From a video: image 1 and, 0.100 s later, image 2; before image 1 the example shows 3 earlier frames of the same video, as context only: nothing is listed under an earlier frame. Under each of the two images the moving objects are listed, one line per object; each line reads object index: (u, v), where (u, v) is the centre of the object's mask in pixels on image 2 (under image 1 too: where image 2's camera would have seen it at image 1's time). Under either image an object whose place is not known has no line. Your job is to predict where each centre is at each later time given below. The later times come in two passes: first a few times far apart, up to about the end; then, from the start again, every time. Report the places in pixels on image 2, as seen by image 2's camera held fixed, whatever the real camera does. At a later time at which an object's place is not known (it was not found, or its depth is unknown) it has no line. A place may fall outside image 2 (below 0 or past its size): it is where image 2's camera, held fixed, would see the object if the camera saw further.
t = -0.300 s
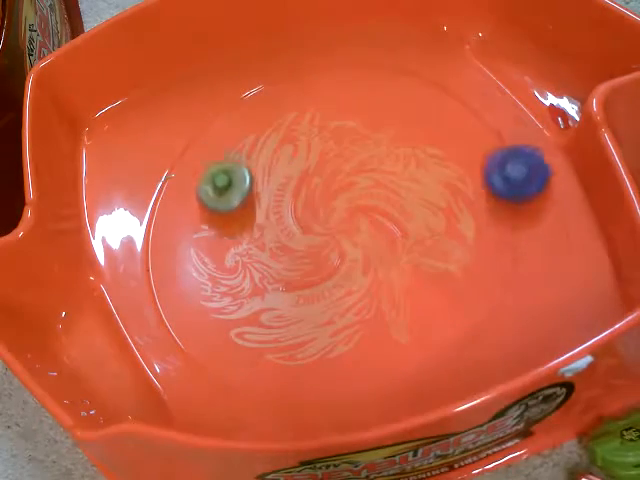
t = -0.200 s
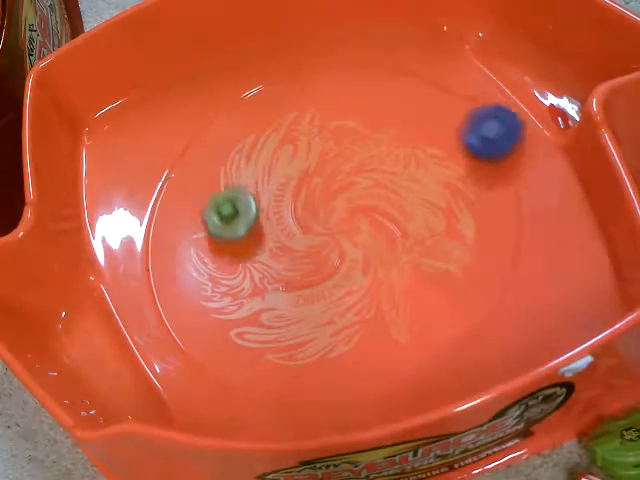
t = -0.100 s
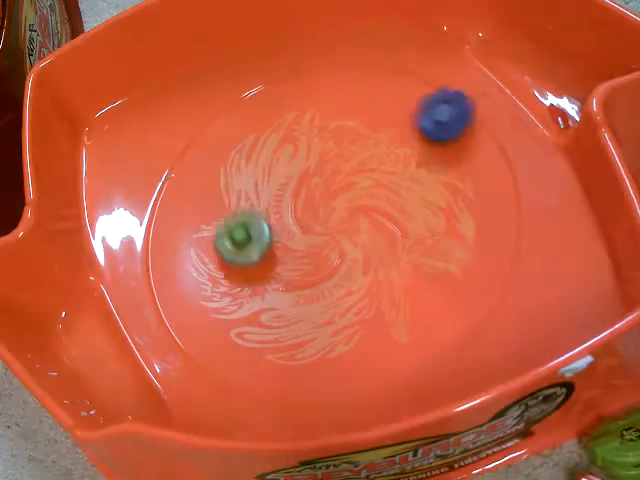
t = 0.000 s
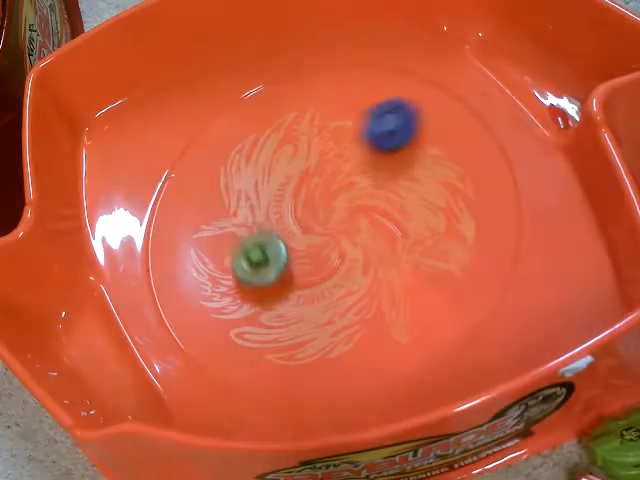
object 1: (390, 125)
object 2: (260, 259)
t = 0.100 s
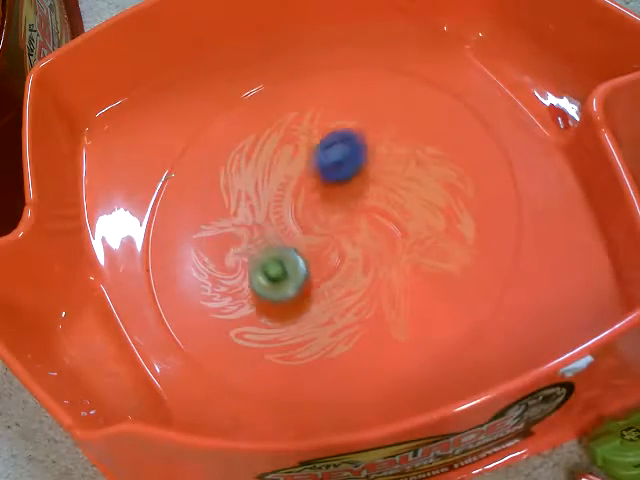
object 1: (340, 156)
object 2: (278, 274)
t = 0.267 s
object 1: (287, 231)
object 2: (315, 282)
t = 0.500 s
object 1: (177, 88)
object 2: (479, 341)
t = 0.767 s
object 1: (111, 182)
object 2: (515, 221)
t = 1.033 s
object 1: (189, 266)
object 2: (435, 184)
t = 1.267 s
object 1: (315, 257)
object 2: (369, 181)
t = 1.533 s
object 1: (378, 353)
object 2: (295, 45)
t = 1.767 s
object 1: (406, 277)
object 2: (217, 187)
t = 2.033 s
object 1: (415, 221)
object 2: (212, 263)
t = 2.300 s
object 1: (335, 213)
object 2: (244, 273)
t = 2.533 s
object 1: (322, 207)
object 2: (250, 284)
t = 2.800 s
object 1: (310, 205)
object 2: (286, 278)
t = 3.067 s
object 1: (316, 213)
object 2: (317, 272)
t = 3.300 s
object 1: (318, 169)
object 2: (350, 277)
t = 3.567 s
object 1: (284, 177)
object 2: (383, 271)
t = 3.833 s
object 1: (326, 215)
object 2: (394, 259)
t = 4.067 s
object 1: (315, 126)
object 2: (436, 334)
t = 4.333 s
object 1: (254, 104)
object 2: (426, 323)
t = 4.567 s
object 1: (244, 158)
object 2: (394, 296)
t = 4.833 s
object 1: (283, 227)
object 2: (353, 258)
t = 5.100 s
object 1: (178, 202)
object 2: (483, 271)
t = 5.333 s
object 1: (155, 226)
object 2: (510, 233)
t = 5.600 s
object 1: (221, 233)
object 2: (500, 221)
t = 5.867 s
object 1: (303, 235)
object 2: (453, 219)
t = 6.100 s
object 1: (325, 263)
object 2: (432, 201)
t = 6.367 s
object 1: (260, 312)
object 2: (434, 157)
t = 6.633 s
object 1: (225, 298)
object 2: (396, 138)
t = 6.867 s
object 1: (247, 259)
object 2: (367, 138)
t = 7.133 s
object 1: (307, 236)
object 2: (337, 152)
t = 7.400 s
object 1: (362, 255)
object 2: (311, 167)
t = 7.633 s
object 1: (374, 297)
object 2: (293, 179)
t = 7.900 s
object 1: (341, 322)
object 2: (288, 200)
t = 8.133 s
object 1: (314, 296)
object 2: (303, 224)
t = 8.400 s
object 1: (293, 327)
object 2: (332, 134)
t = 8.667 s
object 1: (336, 307)
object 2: (334, 126)
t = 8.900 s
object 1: (375, 279)
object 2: (332, 148)
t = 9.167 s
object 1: (415, 251)
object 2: (310, 190)
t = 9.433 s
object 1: (420, 219)
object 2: (277, 217)
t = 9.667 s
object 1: (387, 204)
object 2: (258, 216)
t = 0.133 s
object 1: (325, 170)
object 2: (285, 279)
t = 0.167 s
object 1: (313, 185)
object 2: (291, 280)
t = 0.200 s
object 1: (302, 200)
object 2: (300, 280)
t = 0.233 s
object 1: (293, 217)
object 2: (308, 280)
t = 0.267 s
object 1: (287, 231)
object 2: (315, 282)
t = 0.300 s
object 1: (269, 204)
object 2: (340, 330)
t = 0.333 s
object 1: (248, 164)
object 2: (368, 382)
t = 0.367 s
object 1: (229, 132)
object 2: (387, 395)
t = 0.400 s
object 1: (213, 103)
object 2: (408, 377)
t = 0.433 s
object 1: (200, 86)
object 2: (429, 361)
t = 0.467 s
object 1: (189, 78)
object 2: (454, 349)
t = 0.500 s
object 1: (177, 88)
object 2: (479, 341)
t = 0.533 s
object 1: (170, 106)
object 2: (494, 323)
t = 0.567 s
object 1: (159, 120)
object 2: (503, 304)
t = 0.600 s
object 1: (148, 133)
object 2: (514, 288)
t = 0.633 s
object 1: (135, 141)
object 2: (520, 271)
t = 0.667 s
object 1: (125, 150)
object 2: (523, 256)
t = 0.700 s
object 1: (117, 160)
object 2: (522, 243)
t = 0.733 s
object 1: (112, 170)
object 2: (520, 231)
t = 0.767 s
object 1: (111, 182)
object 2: (515, 221)
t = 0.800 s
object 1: (112, 195)
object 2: (508, 213)
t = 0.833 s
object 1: (116, 208)
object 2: (499, 205)
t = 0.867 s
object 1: (123, 221)
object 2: (490, 199)
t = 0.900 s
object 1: (132, 234)
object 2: (479, 195)
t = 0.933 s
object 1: (145, 246)
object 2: (468, 190)
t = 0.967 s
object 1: (158, 255)
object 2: (457, 187)
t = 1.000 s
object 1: (172, 260)
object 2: (446, 185)
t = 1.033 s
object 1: (189, 266)
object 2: (435, 184)
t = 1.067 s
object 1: (208, 271)
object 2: (425, 182)
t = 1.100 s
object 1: (226, 273)
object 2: (414, 181)
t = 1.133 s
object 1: (244, 273)
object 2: (404, 180)
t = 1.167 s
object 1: (263, 272)
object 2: (395, 180)
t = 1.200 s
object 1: (282, 270)
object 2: (385, 179)
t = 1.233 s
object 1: (299, 264)
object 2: (377, 181)
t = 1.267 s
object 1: (315, 257)
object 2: (369, 181)
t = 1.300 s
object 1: (331, 249)
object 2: (360, 182)
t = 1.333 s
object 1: (346, 241)
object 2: (352, 182)
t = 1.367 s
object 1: (355, 267)
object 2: (349, 167)
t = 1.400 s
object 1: (358, 328)
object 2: (347, 123)
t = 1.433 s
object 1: (361, 384)
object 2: (344, 77)
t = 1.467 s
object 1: (366, 398)
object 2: (335, 42)
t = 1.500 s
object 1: (371, 376)
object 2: (315, 36)
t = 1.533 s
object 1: (378, 353)
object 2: (295, 45)
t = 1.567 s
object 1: (388, 336)
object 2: (279, 65)
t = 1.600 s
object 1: (399, 323)
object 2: (265, 94)
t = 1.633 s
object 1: (400, 310)
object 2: (253, 120)
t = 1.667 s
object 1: (399, 299)
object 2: (239, 133)
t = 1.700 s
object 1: (400, 291)
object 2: (229, 156)
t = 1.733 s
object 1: (402, 284)
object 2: (221, 172)
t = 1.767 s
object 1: (406, 277)
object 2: (217, 187)
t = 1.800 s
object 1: (410, 271)
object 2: (211, 201)
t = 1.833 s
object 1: (415, 266)
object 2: (209, 215)
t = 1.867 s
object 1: (421, 260)
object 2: (206, 227)
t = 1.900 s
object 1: (426, 253)
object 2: (206, 236)
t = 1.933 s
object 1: (428, 244)
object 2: (207, 245)
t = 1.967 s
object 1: (426, 236)
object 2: (208, 252)
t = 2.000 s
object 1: (422, 228)
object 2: (210, 256)
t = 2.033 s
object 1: (415, 221)
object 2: (212, 263)
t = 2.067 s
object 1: (406, 216)
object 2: (215, 265)
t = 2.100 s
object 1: (397, 213)
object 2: (219, 268)
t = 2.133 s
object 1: (387, 210)
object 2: (221, 270)
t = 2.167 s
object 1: (377, 209)
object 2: (225, 272)
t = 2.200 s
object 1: (367, 208)
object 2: (229, 273)
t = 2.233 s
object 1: (356, 209)
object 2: (233, 274)
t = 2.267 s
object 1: (345, 211)
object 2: (239, 274)
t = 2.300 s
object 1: (335, 213)
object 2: (244, 273)
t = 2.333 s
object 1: (324, 217)
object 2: (249, 273)
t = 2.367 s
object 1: (315, 221)
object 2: (255, 271)
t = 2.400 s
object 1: (309, 225)
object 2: (259, 270)
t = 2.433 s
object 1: (314, 219)
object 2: (252, 278)
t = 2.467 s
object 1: (319, 214)
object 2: (249, 282)
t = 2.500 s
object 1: (322, 209)
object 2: (248, 283)
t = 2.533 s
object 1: (322, 207)
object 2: (250, 284)
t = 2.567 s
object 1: (320, 205)
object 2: (253, 284)
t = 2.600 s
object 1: (318, 203)
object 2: (257, 284)
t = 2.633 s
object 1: (316, 203)
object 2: (261, 283)
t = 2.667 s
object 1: (314, 203)
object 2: (265, 282)
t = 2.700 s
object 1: (312, 203)
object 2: (270, 281)
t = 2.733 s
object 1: (311, 204)
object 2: (275, 279)
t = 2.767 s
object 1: (310, 204)
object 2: (280, 278)
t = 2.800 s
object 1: (310, 205)
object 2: (286, 278)
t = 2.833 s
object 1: (309, 206)
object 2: (291, 277)
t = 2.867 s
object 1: (309, 207)
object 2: (296, 276)
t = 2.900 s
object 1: (309, 208)
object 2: (300, 277)
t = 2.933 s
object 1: (310, 209)
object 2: (304, 275)
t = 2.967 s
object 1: (311, 210)
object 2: (307, 274)
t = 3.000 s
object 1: (313, 211)
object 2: (310, 275)
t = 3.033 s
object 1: (315, 212)
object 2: (314, 272)
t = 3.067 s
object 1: (316, 213)
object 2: (317, 272)
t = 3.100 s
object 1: (318, 212)
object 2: (321, 270)
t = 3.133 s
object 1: (321, 209)
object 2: (326, 271)
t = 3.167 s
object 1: (323, 198)
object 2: (330, 275)
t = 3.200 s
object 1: (324, 189)
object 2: (334, 276)
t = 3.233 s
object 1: (323, 181)
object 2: (339, 277)
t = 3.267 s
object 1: (321, 174)
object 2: (344, 277)
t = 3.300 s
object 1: (318, 169)
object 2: (350, 277)
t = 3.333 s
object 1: (315, 163)
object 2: (354, 277)
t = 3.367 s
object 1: (310, 160)
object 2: (360, 277)
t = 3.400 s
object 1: (304, 158)
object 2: (364, 276)
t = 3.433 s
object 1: (298, 157)
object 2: (369, 276)
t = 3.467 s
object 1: (293, 159)
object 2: (373, 274)
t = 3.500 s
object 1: (288, 163)
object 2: (376, 273)
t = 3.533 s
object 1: (285, 170)
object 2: (380, 272)
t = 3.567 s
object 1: (284, 177)
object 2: (383, 271)
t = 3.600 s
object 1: (287, 184)
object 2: (386, 269)
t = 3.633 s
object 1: (289, 191)
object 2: (387, 268)
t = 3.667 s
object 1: (293, 197)
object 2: (390, 267)
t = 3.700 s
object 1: (298, 202)
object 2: (391, 265)
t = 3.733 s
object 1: (304, 206)
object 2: (393, 264)
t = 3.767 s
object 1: (311, 210)
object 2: (393, 262)
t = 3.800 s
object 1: (318, 213)
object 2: (394, 261)
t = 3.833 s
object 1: (326, 215)
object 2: (394, 259)
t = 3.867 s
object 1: (334, 216)
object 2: (393, 257)
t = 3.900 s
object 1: (343, 216)
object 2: (392, 255)
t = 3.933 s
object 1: (349, 214)
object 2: (393, 257)
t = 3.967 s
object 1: (342, 188)
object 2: (408, 283)
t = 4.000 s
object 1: (332, 162)
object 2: (420, 303)
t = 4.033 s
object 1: (322, 140)
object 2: (429, 321)
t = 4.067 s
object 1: (315, 126)
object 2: (436, 334)
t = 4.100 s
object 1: (306, 115)
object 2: (441, 344)
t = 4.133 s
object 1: (298, 108)
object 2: (442, 345)
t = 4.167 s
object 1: (291, 105)
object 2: (440, 343)
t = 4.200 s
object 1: (283, 102)
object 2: (438, 339)
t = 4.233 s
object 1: (276, 101)
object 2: (435, 335)
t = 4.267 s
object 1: (268, 100)
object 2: (432, 331)
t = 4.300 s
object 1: (261, 101)
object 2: (429, 326)
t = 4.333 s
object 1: (254, 104)
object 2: (426, 323)
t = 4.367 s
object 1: (248, 109)
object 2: (422, 318)
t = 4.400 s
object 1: (243, 116)
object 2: (418, 315)
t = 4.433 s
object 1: (241, 123)
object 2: (414, 310)
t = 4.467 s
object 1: (240, 132)
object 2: (409, 308)
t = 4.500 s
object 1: (240, 140)
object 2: (403, 304)
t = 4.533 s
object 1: (241, 149)
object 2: (399, 300)
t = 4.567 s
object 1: (244, 158)
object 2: (394, 296)
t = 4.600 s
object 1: (248, 167)
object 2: (388, 291)
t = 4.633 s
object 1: (251, 176)
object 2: (382, 286)
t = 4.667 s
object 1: (256, 185)
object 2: (378, 282)
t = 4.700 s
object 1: (260, 194)
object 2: (372, 278)
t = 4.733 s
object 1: (266, 203)
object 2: (367, 274)
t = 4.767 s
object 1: (271, 211)
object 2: (362, 267)
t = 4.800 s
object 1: (277, 219)
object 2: (357, 264)
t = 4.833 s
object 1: (283, 227)
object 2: (353, 258)
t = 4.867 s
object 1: (287, 234)
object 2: (349, 252)
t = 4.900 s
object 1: (266, 227)
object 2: (370, 258)
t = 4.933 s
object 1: (239, 217)
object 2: (399, 266)
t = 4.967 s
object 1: (219, 208)
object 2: (425, 271)
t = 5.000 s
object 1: (201, 203)
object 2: (446, 275)
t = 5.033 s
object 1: (190, 199)
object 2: (462, 276)
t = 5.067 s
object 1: (184, 199)
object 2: (475, 275)
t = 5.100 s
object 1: (178, 202)
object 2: (483, 271)
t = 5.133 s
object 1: (171, 206)
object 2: (489, 265)
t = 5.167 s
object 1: (165, 209)
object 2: (495, 258)
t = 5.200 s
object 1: (161, 212)
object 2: (499, 252)
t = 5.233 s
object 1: (156, 216)
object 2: (503, 246)
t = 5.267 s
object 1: (153, 219)
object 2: (506, 241)
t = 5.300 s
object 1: (153, 222)
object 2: (508, 237)
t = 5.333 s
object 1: (155, 226)
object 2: (510, 233)
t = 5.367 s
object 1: (160, 228)
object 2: (511, 231)
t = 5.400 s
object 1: (167, 230)
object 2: (510, 228)
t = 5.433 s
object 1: (174, 231)
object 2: (510, 226)
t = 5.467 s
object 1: (183, 231)
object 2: (509, 225)
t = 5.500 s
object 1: (192, 232)
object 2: (508, 224)
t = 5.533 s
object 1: (202, 232)
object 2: (507, 223)
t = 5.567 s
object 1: (211, 233)
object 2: (504, 221)
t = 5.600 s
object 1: (221, 233)
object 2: (500, 221)
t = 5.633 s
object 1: (231, 233)
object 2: (497, 221)
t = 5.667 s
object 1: (241, 233)
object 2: (492, 220)
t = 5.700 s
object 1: (252, 233)
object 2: (487, 220)
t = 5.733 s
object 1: (262, 233)
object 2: (481, 220)
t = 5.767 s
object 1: (272, 233)
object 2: (475, 220)
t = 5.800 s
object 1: (283, 234)
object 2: (468, 219)
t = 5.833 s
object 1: (293, 235)
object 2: (460, 220)
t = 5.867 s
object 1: (303, 235)
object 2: (453, 219)
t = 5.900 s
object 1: (312, 236)
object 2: (446, 219)
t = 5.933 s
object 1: (323, 237)
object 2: (438, 218)
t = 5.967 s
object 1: (332, 238)
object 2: (431, 218)
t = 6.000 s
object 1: (342, 241)
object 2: (423, 217)
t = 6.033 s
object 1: (351, 243)
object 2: (416, 216)
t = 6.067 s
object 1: (348, 250)
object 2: (416, 213)
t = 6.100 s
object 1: (325, 263)
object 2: (432, 201)
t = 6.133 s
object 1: (309, 274)
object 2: (443, 190)
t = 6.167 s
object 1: (295, 284)
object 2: (450, 184)
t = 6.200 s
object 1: (287, 291)
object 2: (452, 178)
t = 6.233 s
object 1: (282, 296)
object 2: (451, 174)
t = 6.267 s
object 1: (278, 302)
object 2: (447, 170)
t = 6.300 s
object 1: (272, 305)
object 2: (443, 166)
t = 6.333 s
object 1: (266, 310)
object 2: (438, 161)
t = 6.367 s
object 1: (260, 312)
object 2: (434, 157)
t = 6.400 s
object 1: (254, 314)
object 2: (429, 153)
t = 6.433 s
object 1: (247, 315)
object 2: (425, 149)
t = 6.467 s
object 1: (243, 314)
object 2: (420, 146)
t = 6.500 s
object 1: (237, 313)
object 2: (416, 144)
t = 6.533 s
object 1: (233, 311)
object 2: (411, 141)
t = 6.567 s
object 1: (230, 307)
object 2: (406, 140)
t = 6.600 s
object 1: (227, 302)
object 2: (401, 139)
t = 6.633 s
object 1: (225, 298)
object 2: (396, 138)
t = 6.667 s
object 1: (226, 292)
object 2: (392, 138)
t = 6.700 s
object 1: (226, 287)
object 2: (388, 138)
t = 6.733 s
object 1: (229, 281)
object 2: (383, 138)
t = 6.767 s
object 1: (232, 276)
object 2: (379, 138)
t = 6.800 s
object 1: (236, 270)
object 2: (375, 138)
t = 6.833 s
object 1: (242, 265)
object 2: (371, 138)
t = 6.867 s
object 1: (247, 259)
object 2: (367, 138)
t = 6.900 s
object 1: (254, 255)
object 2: (363, 139)
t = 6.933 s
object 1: (260, 251)
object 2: (359, 140)
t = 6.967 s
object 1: (268, 247)
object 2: (356, 142)
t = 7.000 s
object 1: (274, 244)
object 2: (352, 143)
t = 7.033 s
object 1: (283, 240)
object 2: (348, 145)
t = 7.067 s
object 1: (290, 239)
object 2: (344, 147)
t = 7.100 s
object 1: (299, 237)
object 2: (341, 150)
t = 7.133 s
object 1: (307, 236)
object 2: (337, 152)
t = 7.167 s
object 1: (314, 236)
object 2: (334, 154)
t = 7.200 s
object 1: (323, 237)
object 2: (330, 156)
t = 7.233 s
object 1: (330, 237)
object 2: (326, 157)
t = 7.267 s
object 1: (337, 240)
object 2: (323, 159)
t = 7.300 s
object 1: (345, 242)
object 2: (320, 161)
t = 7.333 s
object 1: (351, 246)
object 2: (317, 163)
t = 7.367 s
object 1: (356, 250)
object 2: (314, 166)
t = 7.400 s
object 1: (362, 255)
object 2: (311, 167)
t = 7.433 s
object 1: (366, 260)
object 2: (308, 170)
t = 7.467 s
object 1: (370, 266)
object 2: (305, 172)
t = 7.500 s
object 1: (372, 272)
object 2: (303, 173)
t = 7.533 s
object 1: (374, 277)
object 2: (301, 175)
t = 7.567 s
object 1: (375, 284)
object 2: (298, 176)
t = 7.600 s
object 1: (375, 289)
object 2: (295, 178)
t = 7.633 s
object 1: (374, 297)
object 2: (293, 179)
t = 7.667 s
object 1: (372, 301)
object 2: (291, 179)
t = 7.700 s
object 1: (369, 307)
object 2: (290, 183)
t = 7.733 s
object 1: (365, 311)
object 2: (290, 186)
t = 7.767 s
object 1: (362, 315)
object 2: (289, 189)
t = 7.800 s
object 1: (357, 318)
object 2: (289, 192)
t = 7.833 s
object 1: (352, 321)
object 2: (288, 194)
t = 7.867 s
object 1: (346, 322)
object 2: (288, 197)
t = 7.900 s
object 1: (341, 322)
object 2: (288, 200)
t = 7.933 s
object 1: (335, 321)
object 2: (289, 204)
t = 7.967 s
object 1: (330, 318)
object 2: (290, 208)
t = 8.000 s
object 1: (325, 316)
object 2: (292, 213)
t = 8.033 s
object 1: (322, 312)
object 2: (295, 217)
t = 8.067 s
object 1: (318, 307)
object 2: (299, 221)
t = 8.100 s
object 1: (316, 301)
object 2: (302, 224)
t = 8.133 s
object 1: (314, 296)
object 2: (303, 224)
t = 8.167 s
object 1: (312, 290)
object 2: (305, 224)
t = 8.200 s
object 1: (312, 284)
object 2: (306, 224)
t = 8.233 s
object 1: (310, 285)
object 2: (308, 221)
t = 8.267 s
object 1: (304, 304)
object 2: (315, 198)
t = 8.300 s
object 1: (299, 319)
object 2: (321, 177)
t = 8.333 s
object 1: (295, 325)
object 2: (325, 160)
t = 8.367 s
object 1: (293, 328)
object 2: (329, 146)
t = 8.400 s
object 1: (293, 327)
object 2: (332, 134)
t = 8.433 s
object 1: (295, 326)
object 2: (333, 128)
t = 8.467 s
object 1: (301, 324)
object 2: (334, 125)
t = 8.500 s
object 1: (308, 322)
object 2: (334, 124)
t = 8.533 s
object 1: (314, 319)
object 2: (334, 123)
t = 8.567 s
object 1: (320, 317)
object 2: (335, 123)
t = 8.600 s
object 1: (325, 313)
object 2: (335, 123)
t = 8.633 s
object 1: (331, 311)
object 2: (334, 124)
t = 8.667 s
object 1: (336, 307)
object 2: (334, 126)
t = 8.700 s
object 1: (342, 303)
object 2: (333, 128)
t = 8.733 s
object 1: (348, 300)
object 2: (333, 130)
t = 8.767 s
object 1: (353, 296)
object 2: (334, 133)
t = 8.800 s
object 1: (359, 291)
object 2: (334, 137)
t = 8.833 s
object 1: (364, 288)
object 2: (334, 141)
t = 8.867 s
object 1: (369, 283)
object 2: (333, 146)
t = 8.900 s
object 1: (375, 279)
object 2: (332, 148)
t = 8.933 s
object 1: (380, 276)
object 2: (330, 154)
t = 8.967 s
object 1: (385, 272)
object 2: (329, 159)
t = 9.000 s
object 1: (391, 269)
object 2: (326, 163)
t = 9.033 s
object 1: (396, 264)
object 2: (324, 169)
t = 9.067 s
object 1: (402, 261)
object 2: (321, 175)
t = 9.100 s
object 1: (406, 258)
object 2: (317, 180)
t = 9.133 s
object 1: (410, 254)
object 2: (314, 185)
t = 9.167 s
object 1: (415, 251)
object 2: (310, 190)
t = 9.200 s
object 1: (418, 248)
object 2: (306, 195)
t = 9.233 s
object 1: (422, 243)
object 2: (301, 199)
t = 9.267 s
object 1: (424, 240)
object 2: (296, 203)
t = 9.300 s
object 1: (426, 235)
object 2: (291, 209)
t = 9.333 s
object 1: (426, 230)
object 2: (287, 211)
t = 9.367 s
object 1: (425, 227)
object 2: (284, 214)
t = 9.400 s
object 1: (423, 222)
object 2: (281, 216)
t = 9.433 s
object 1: (420, 219)
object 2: (277, 217)
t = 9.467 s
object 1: (416, 216)
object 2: (273, 218)
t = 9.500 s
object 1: (411, 214)
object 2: (269, 218)
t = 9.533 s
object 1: (407, 212)
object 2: (266, 217)
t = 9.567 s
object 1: (402, 209)
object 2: (263, 217)
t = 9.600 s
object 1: (398, 208)
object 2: (261, 217)
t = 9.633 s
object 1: (392, 206)
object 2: (259, 217)
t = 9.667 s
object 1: (387, 204)
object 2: (258, 216)
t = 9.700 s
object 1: (382, 202)
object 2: (257, 215)
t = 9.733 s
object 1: (376, 201)
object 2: (257, 214)
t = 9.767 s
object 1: (372, 197)
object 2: (257, 212)
